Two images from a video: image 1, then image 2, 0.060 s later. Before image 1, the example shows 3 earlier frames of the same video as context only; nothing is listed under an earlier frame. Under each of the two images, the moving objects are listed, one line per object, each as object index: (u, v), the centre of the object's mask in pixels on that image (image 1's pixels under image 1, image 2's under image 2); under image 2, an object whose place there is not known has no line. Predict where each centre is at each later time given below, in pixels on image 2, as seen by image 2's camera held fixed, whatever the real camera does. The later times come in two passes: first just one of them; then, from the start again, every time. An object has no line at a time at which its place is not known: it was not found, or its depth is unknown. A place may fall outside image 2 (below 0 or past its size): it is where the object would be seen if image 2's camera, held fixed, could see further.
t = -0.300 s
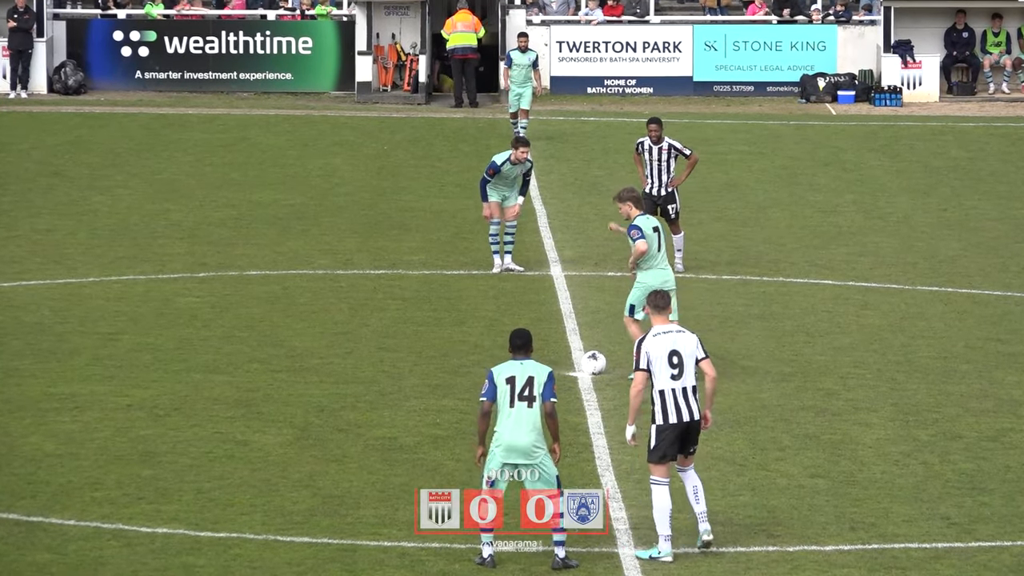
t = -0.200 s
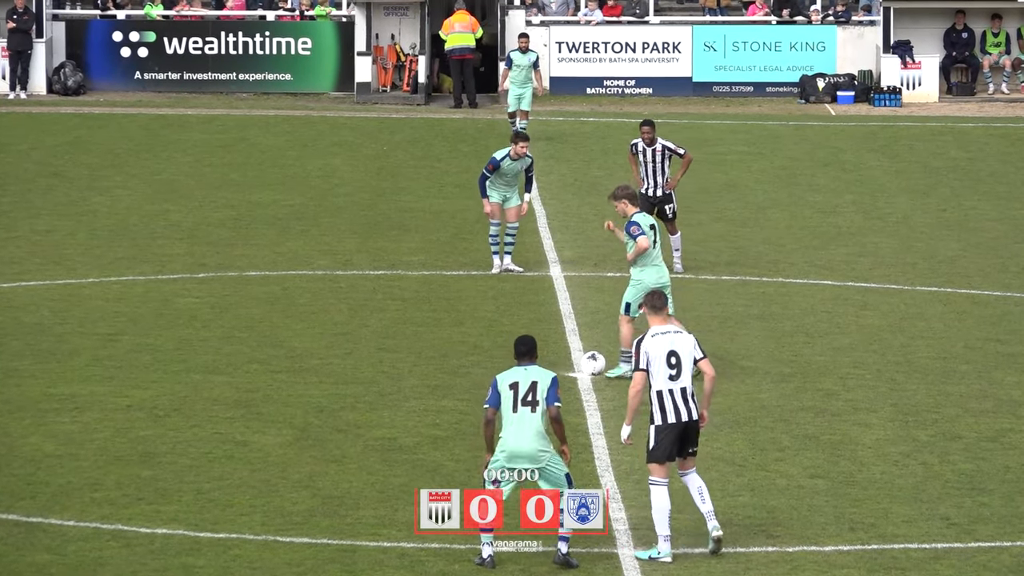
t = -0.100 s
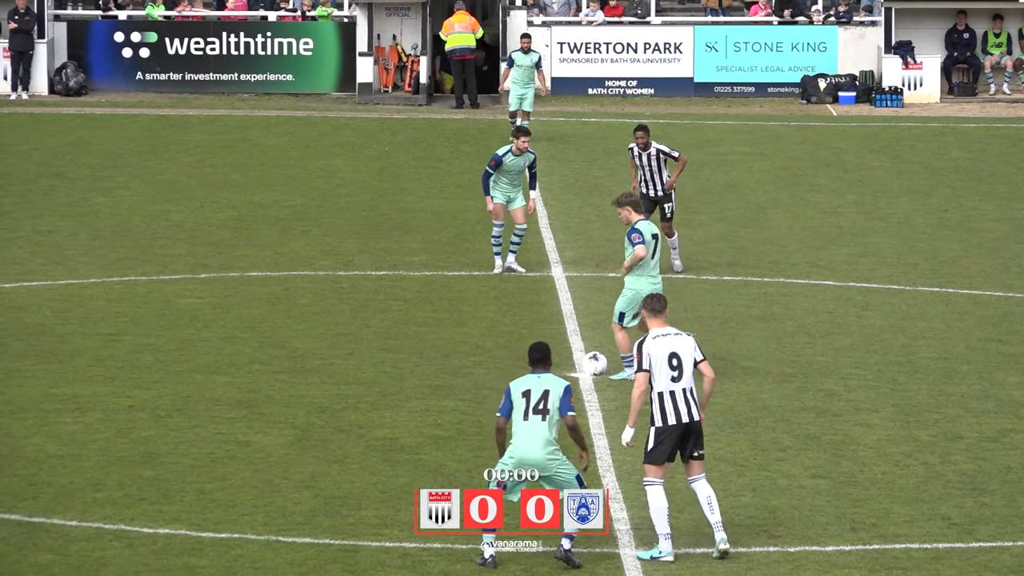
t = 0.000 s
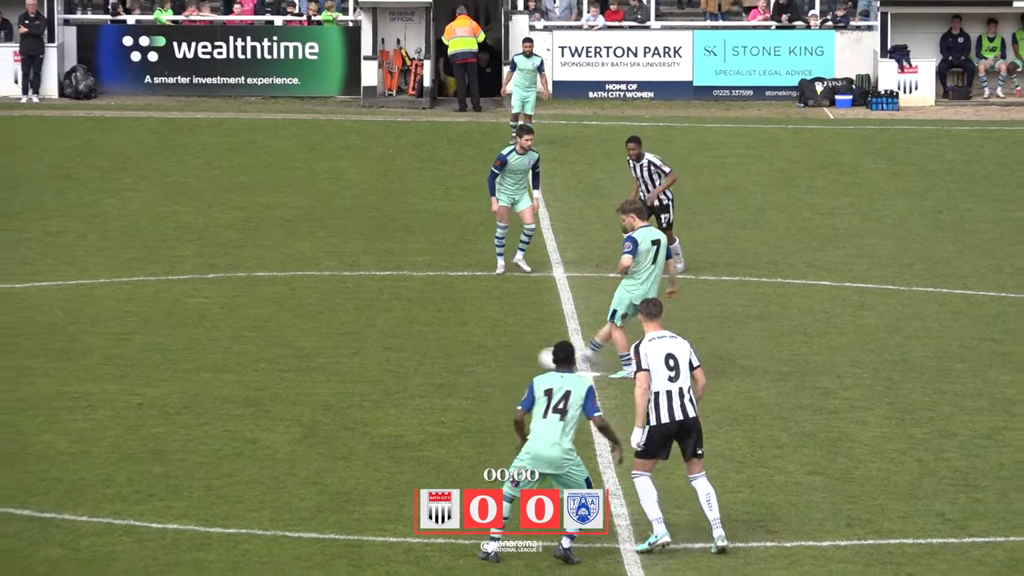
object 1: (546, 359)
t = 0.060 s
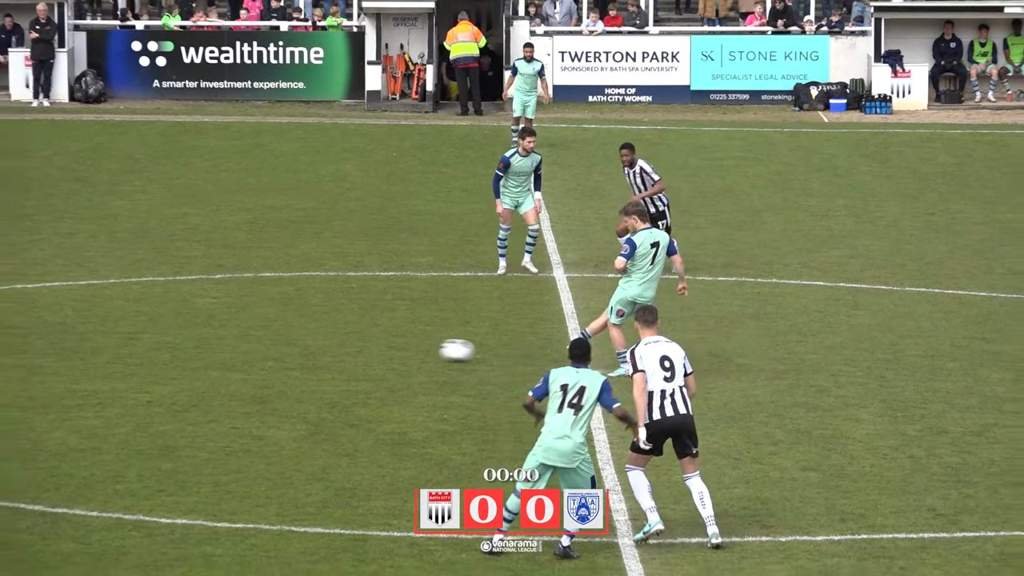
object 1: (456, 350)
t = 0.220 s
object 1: (208, 339)
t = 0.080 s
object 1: (425, 347)
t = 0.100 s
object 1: (392, 346)
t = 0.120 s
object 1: (359, 344)
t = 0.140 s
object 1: (328, 343)
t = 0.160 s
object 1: (297, 342)
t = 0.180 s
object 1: (266, 341)
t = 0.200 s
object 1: (237, 341)
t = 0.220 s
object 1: (208, 339)
